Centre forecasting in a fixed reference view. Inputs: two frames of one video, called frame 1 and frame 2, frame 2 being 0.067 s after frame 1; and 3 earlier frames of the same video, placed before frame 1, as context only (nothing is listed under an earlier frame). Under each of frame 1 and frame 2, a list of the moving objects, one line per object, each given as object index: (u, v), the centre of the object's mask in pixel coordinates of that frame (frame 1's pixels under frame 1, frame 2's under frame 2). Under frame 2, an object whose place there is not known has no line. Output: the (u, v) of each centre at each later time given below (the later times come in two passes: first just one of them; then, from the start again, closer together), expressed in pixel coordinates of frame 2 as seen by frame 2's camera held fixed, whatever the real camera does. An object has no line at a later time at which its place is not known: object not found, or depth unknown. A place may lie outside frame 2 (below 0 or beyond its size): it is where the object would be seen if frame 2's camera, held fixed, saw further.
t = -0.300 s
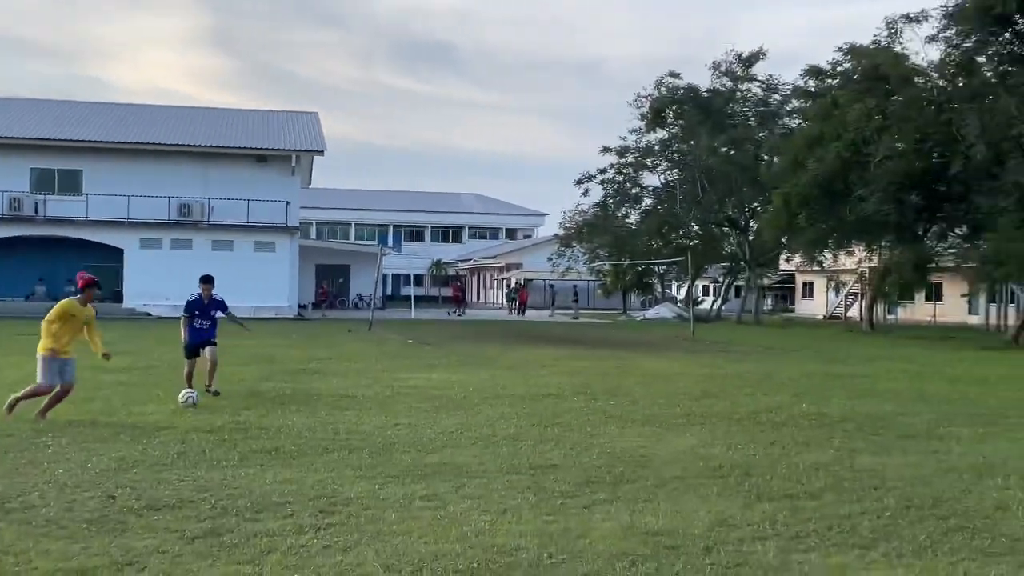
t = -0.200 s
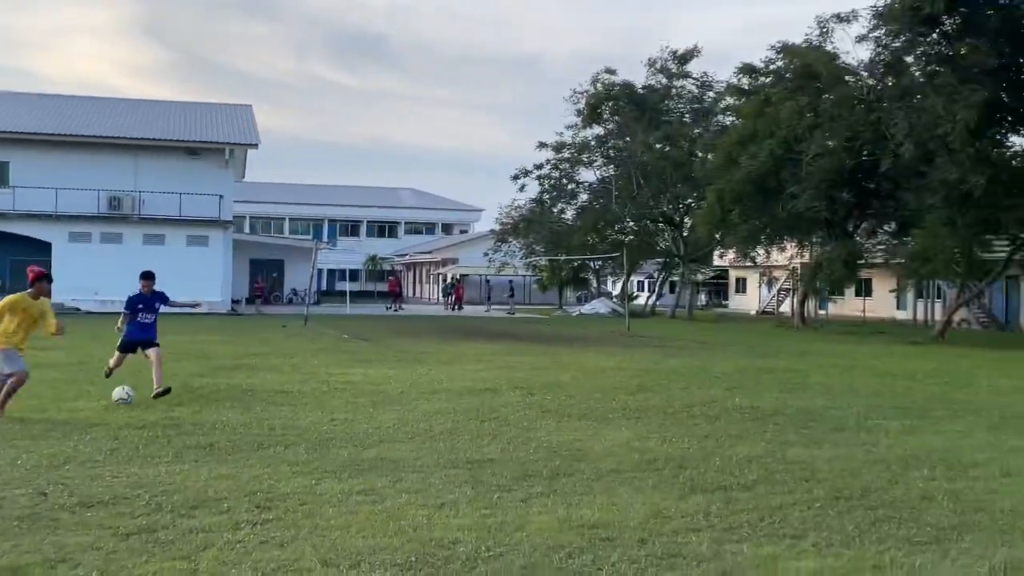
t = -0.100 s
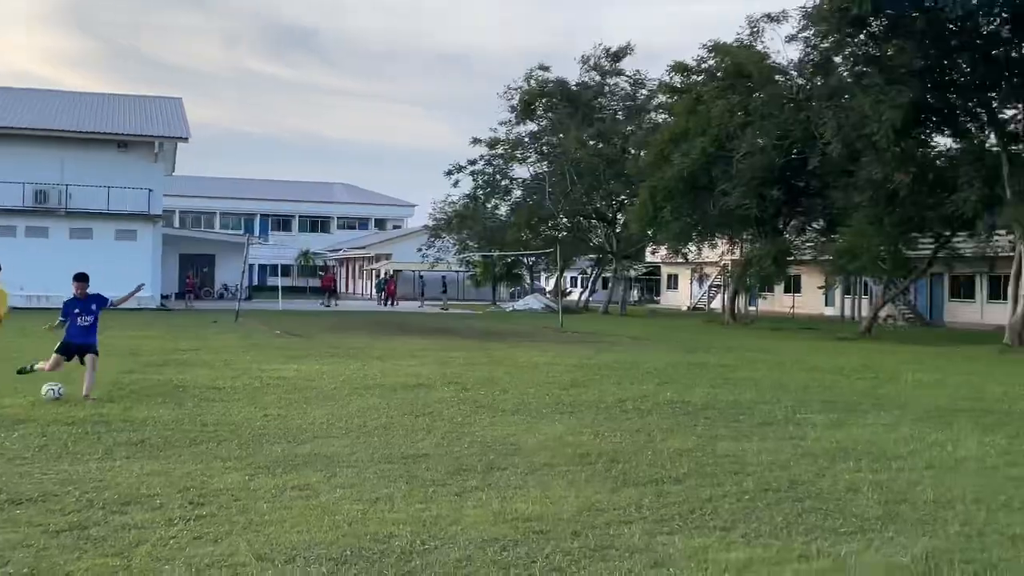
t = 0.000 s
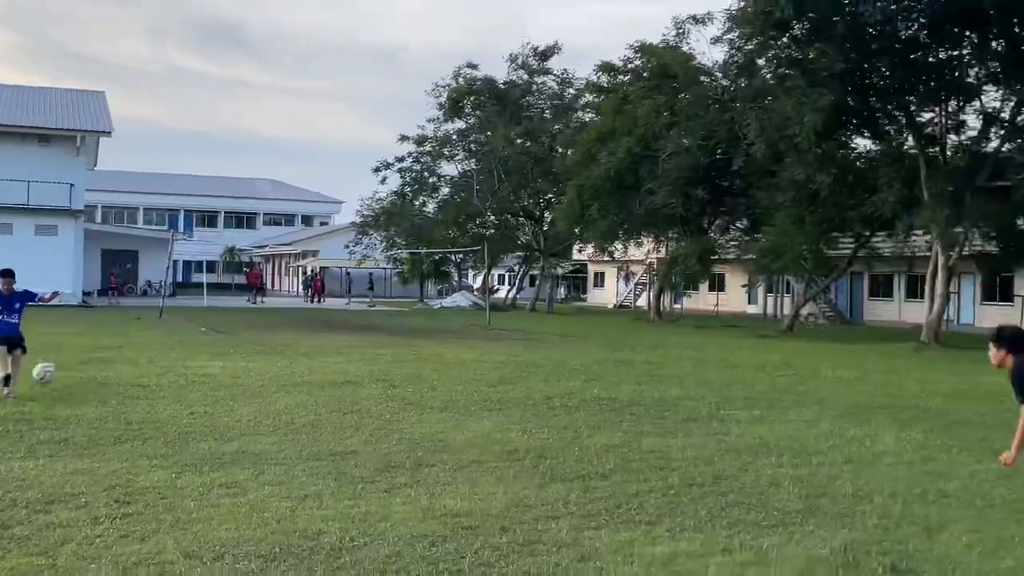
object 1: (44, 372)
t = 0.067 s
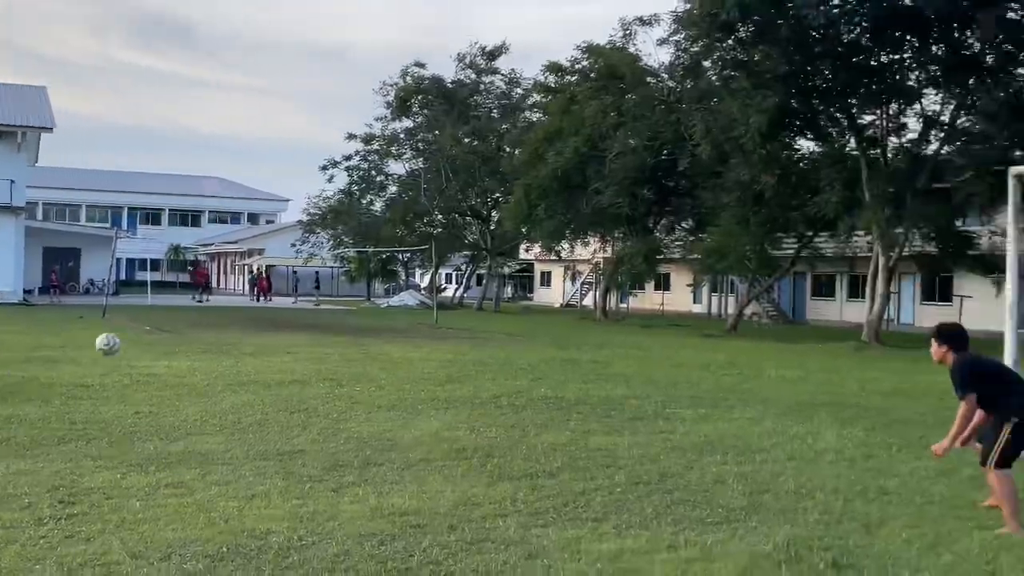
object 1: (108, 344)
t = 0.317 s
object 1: (642, 256)
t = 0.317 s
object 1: (642, 256)
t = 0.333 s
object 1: (683, 251)
